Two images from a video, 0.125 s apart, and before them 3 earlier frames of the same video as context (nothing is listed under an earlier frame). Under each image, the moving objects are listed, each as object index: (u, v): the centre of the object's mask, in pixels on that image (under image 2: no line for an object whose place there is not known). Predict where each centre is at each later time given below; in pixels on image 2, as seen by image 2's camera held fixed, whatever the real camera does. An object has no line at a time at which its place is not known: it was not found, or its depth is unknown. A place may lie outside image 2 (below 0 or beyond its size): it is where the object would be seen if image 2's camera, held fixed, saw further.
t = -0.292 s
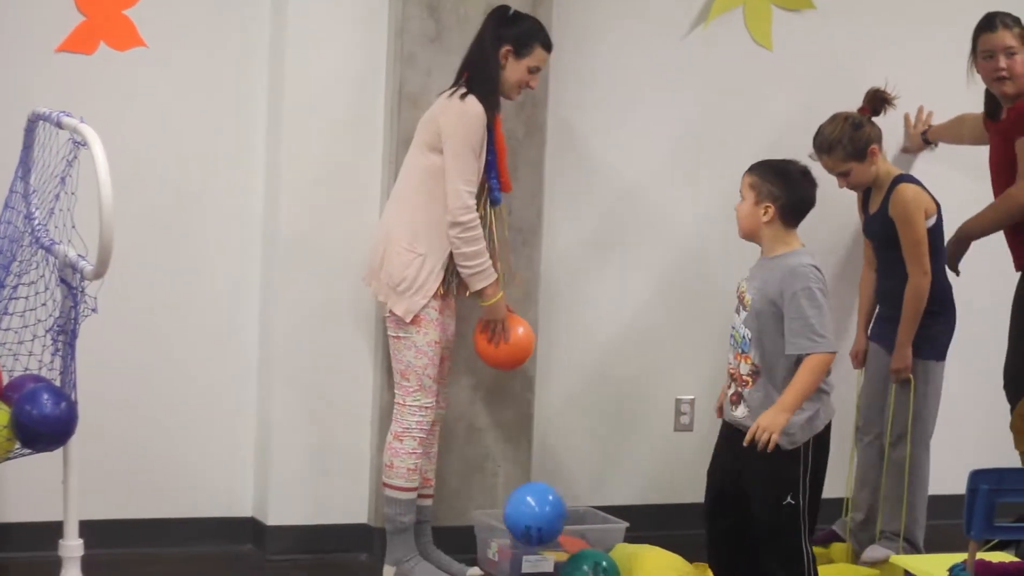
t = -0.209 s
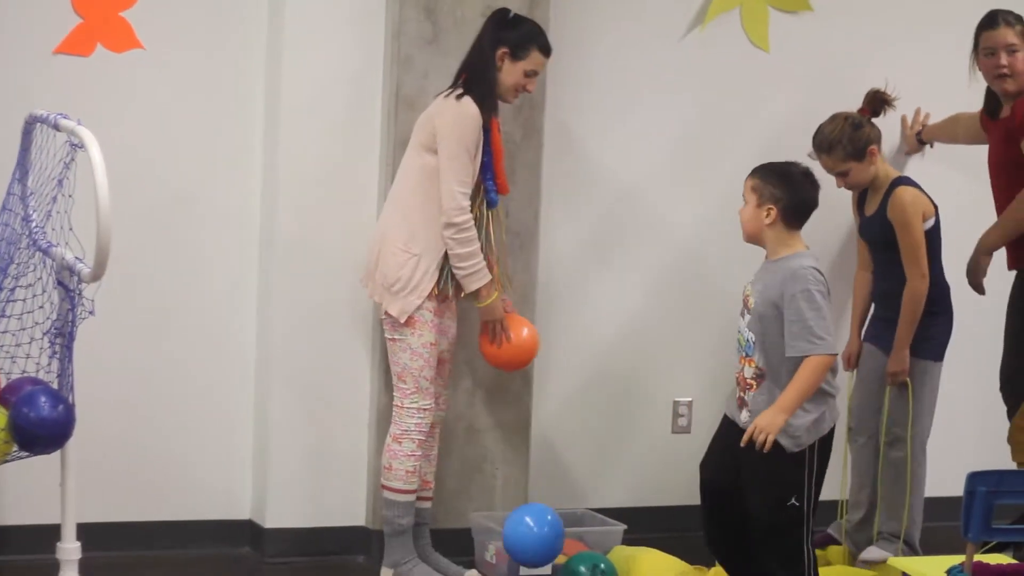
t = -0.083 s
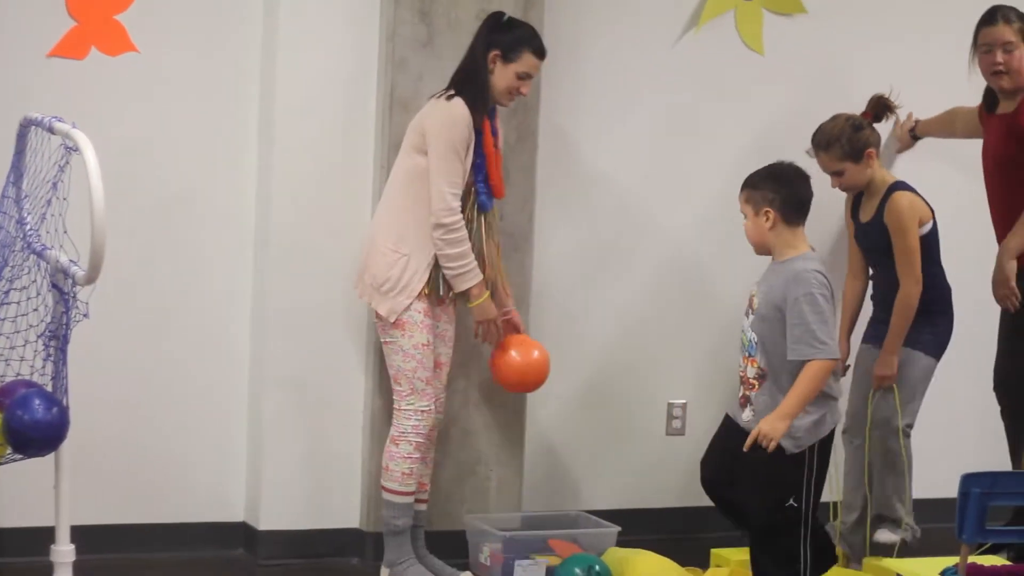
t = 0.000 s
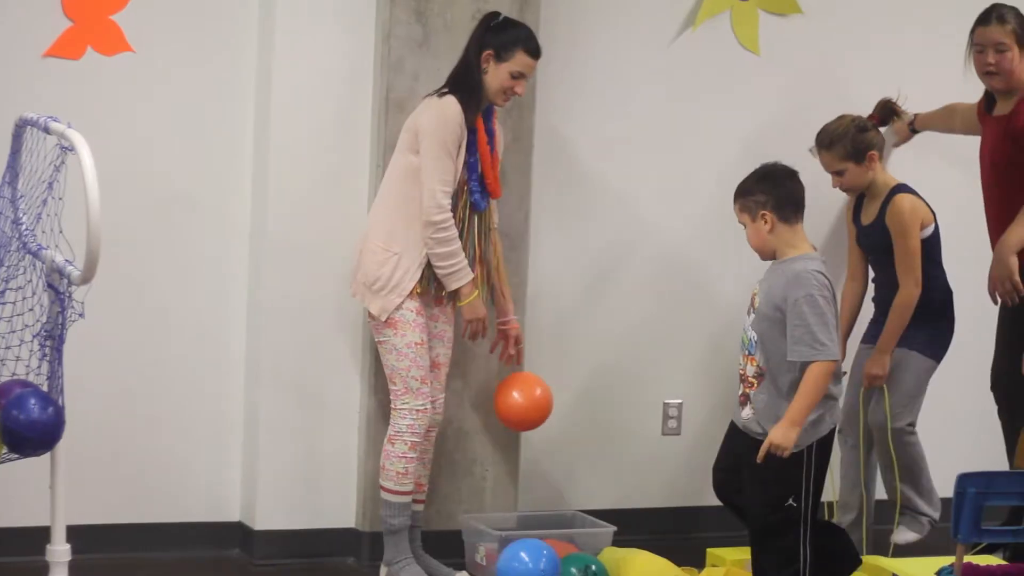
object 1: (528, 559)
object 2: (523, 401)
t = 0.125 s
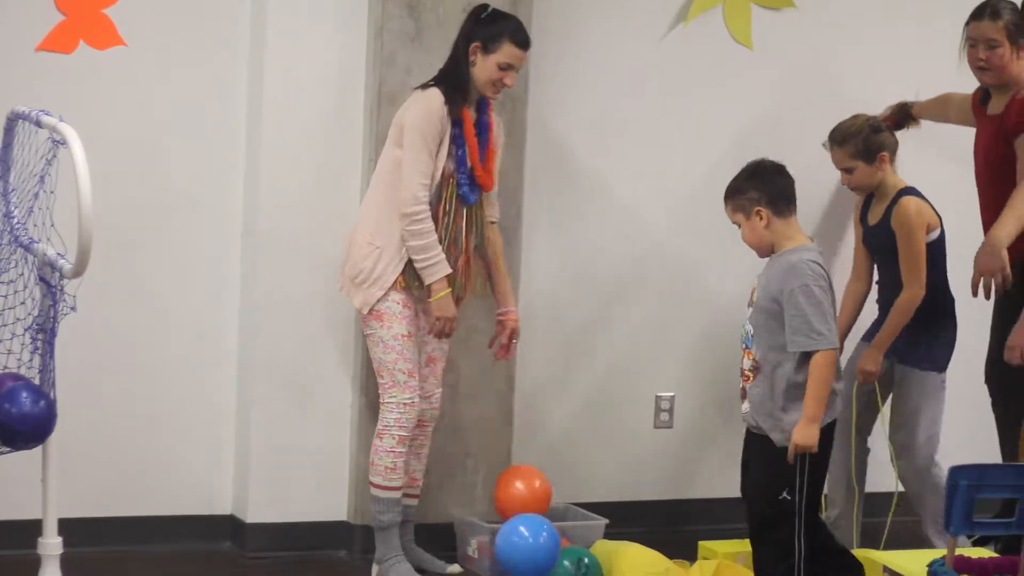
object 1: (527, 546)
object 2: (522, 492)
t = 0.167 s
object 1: (529, 551)
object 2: (521, 508)
